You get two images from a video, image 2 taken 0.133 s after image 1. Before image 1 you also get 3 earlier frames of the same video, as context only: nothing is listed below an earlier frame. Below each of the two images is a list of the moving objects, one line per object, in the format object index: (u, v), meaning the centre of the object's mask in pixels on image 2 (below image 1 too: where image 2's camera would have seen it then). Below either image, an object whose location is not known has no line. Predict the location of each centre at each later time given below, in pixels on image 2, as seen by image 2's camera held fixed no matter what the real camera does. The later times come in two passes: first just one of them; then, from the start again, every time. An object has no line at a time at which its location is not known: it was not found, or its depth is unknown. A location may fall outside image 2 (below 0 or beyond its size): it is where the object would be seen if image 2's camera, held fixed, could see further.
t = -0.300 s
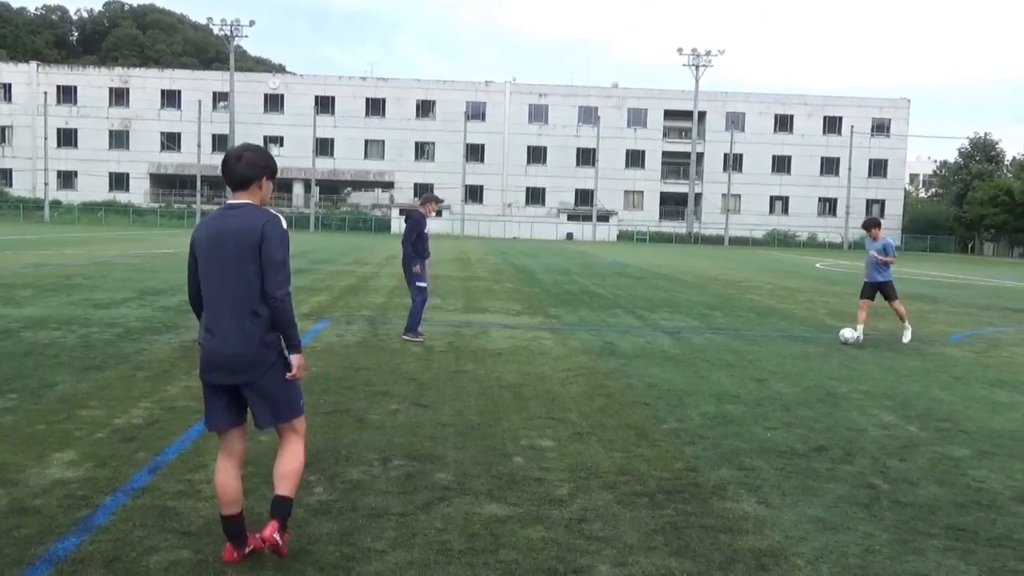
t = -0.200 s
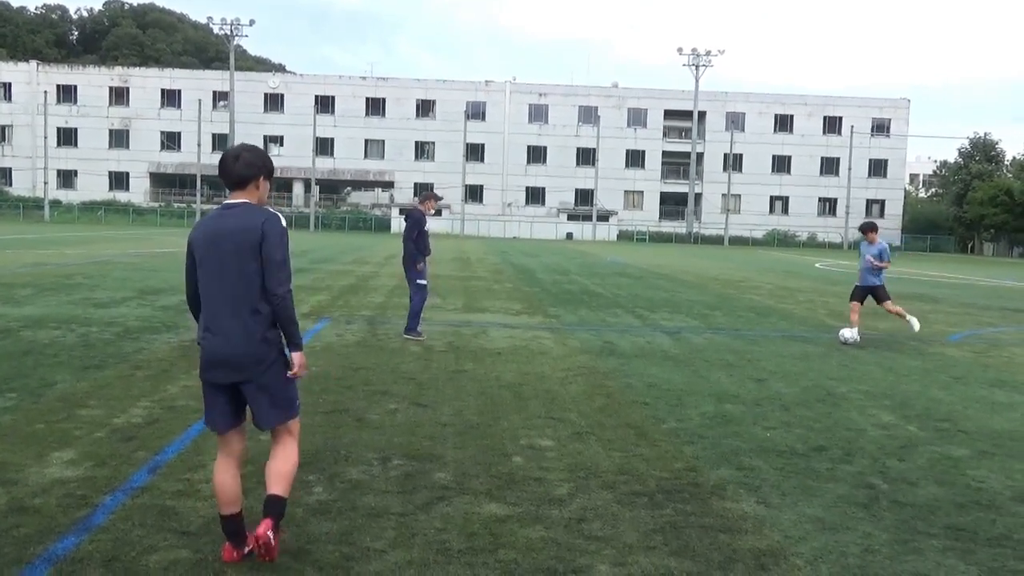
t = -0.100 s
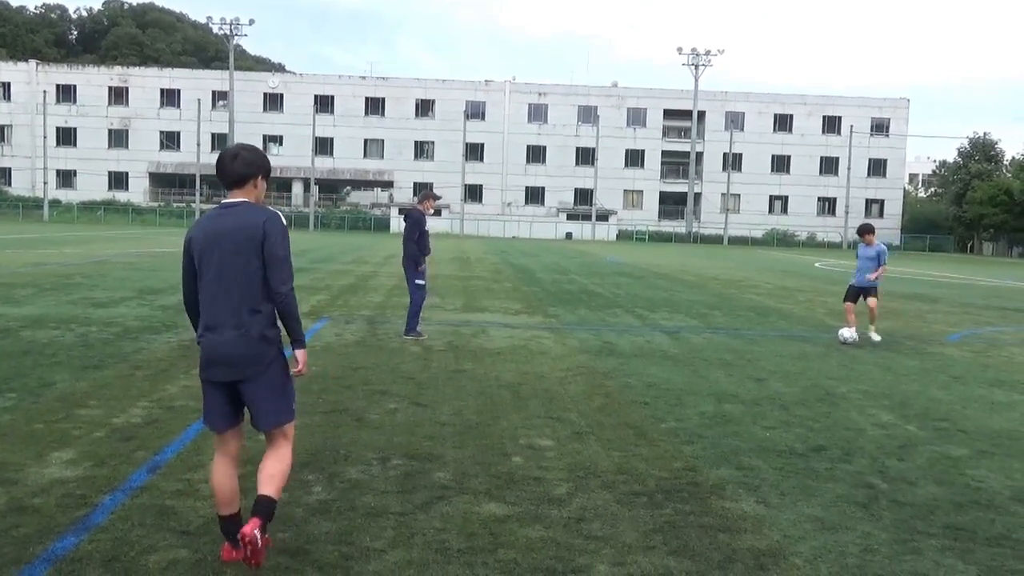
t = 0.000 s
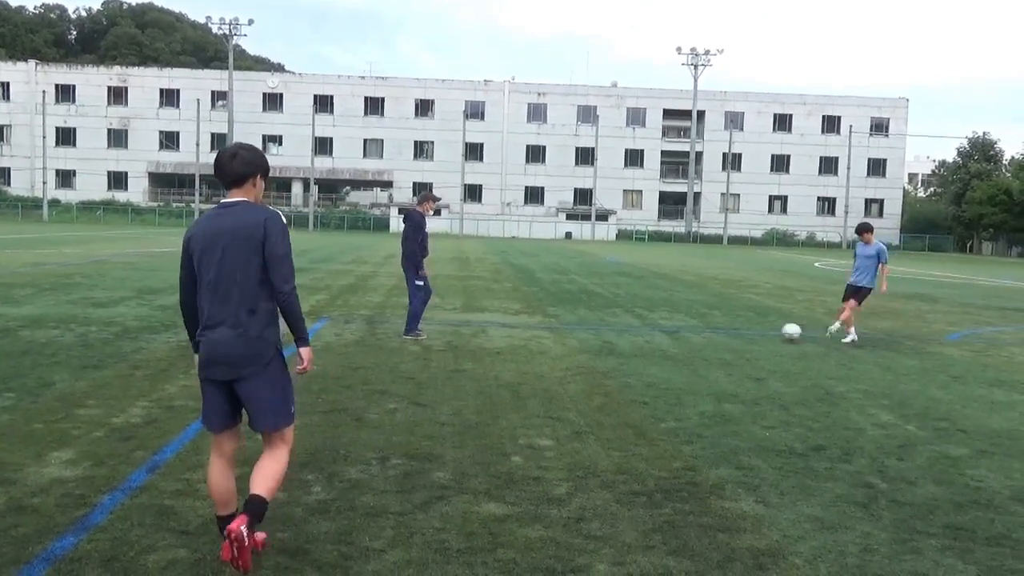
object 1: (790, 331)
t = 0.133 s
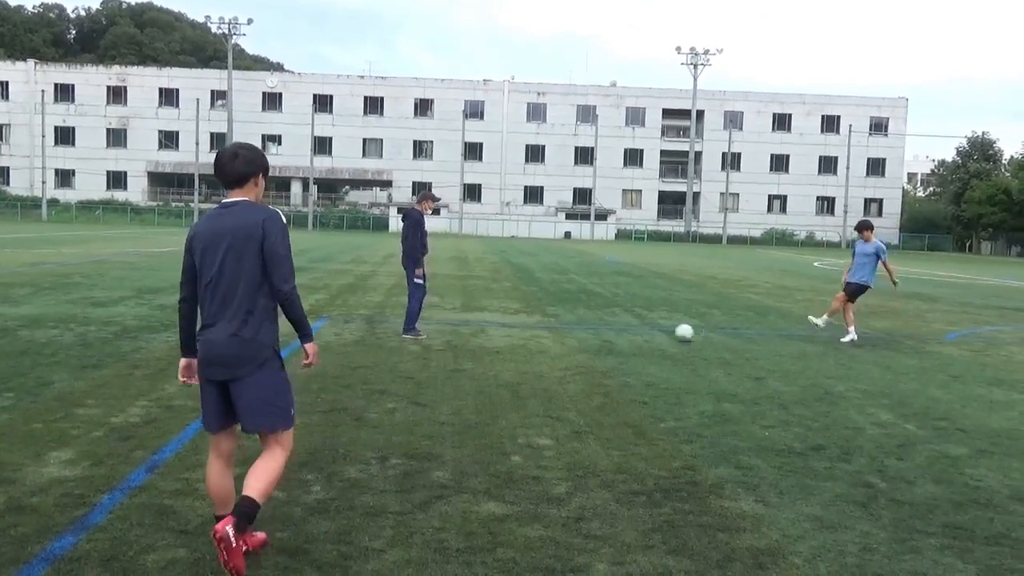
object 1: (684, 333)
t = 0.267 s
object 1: (581, 330)
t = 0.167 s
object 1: (659, 330)
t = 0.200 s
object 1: (632, 329)
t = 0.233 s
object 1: (607, 328)
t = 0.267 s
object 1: (581, 330)
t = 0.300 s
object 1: (554, 331)
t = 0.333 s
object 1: (527, 330)
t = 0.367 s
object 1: (503, 329)
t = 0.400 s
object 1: (477, 328)
